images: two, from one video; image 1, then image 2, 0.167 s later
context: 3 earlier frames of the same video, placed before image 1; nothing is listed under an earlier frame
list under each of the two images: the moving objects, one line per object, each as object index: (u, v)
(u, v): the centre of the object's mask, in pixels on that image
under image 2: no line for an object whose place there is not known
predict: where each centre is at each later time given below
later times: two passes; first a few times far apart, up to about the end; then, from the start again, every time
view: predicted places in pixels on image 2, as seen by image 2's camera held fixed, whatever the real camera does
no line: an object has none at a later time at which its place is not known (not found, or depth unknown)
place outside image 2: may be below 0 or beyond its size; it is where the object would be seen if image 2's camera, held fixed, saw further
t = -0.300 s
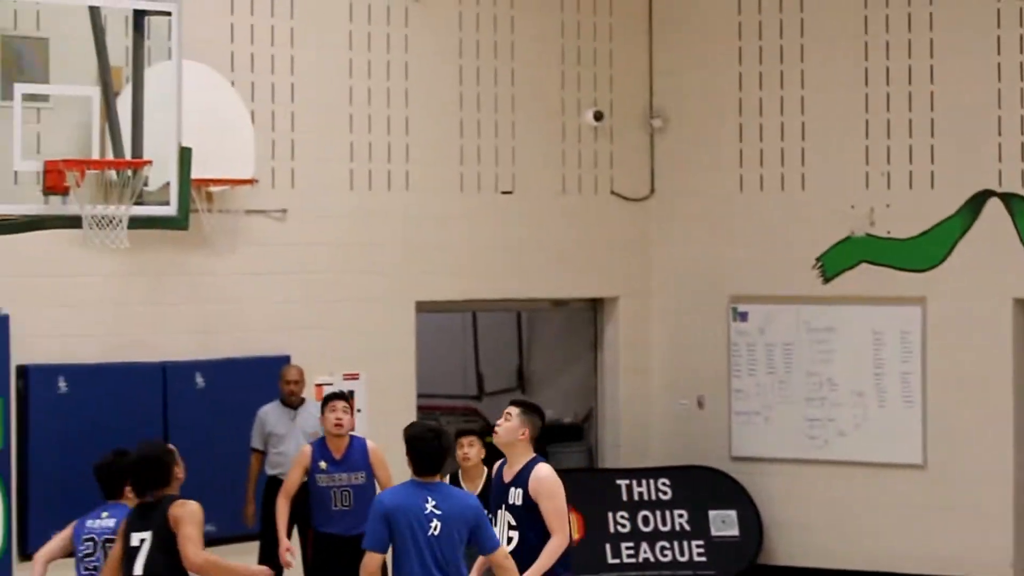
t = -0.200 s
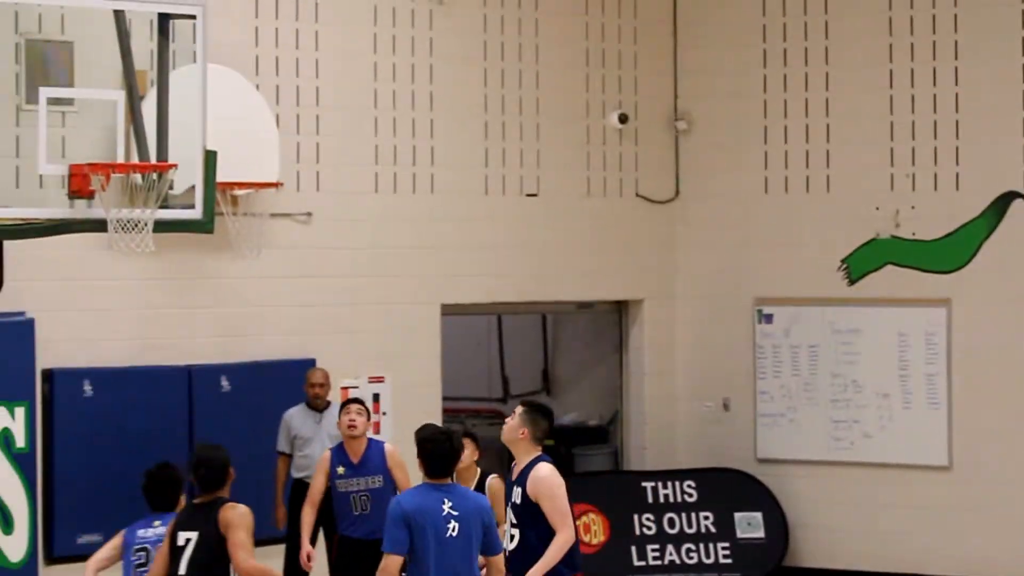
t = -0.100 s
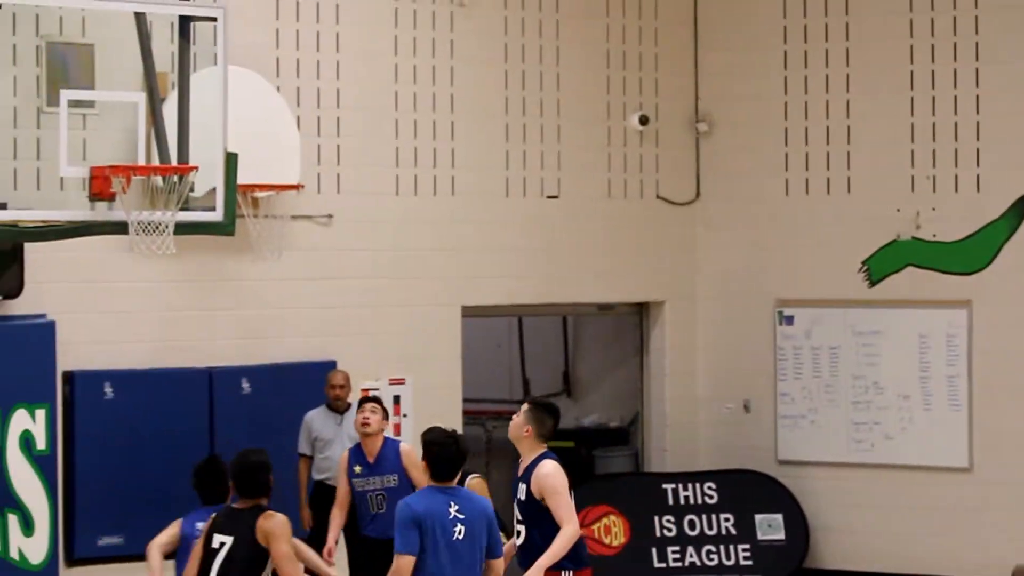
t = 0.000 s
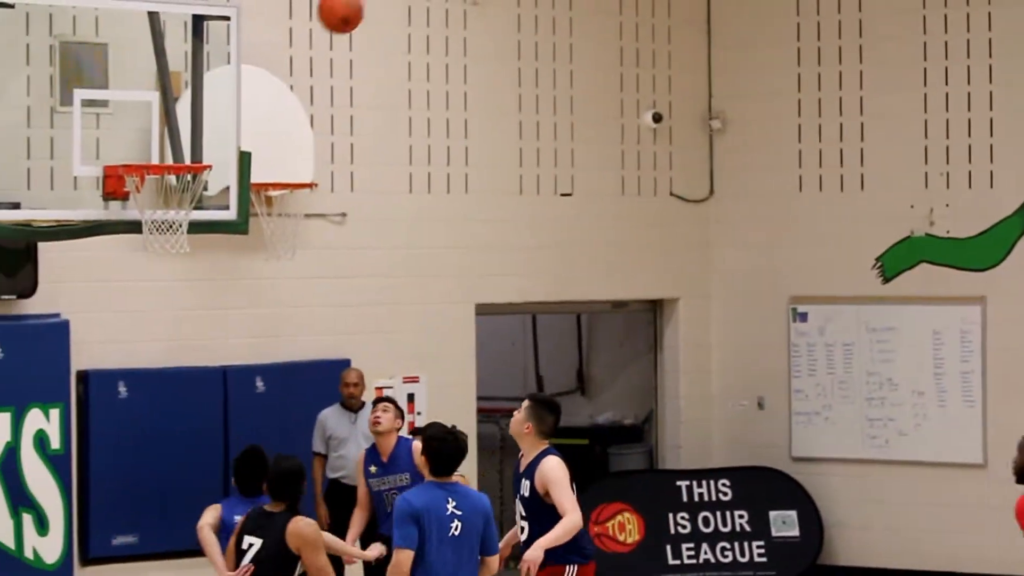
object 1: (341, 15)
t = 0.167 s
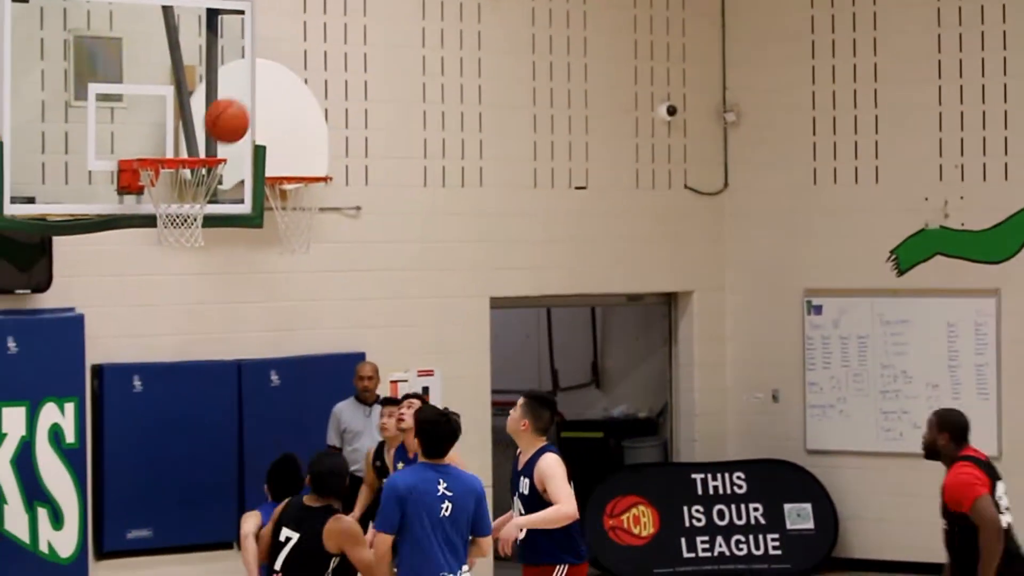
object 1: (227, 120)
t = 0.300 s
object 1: (165, 147)
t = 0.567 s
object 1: (192, 117)
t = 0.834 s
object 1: (178, 180)
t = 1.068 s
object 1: (174, 273)
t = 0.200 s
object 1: (206, 140)
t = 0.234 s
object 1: (190, 143)
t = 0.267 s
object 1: (172, 146)
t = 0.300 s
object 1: (165, 147)
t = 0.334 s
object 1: (178, 144)
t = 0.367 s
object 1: (192, 142)
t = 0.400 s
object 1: (201, 141)
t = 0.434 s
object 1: (199, 134)
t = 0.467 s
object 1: (198, 127)
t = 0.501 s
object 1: (196, 122)
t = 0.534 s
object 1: (194, 118)
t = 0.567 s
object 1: (192, 117)
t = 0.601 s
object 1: (190, 118)
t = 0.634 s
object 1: (188, 121)
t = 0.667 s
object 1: (187, 126)
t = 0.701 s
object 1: (185, 133)
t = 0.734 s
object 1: (183, 139)
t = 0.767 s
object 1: (182, 145)
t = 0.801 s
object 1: (180, 166)
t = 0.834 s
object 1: (178, 180)
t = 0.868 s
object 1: (178, 190)
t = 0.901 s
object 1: (176, 200)
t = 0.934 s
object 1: (176, 215)
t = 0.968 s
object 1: (176, 226)
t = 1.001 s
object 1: (175, 242)
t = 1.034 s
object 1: (175, 256)
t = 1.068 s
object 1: (174, 273)
